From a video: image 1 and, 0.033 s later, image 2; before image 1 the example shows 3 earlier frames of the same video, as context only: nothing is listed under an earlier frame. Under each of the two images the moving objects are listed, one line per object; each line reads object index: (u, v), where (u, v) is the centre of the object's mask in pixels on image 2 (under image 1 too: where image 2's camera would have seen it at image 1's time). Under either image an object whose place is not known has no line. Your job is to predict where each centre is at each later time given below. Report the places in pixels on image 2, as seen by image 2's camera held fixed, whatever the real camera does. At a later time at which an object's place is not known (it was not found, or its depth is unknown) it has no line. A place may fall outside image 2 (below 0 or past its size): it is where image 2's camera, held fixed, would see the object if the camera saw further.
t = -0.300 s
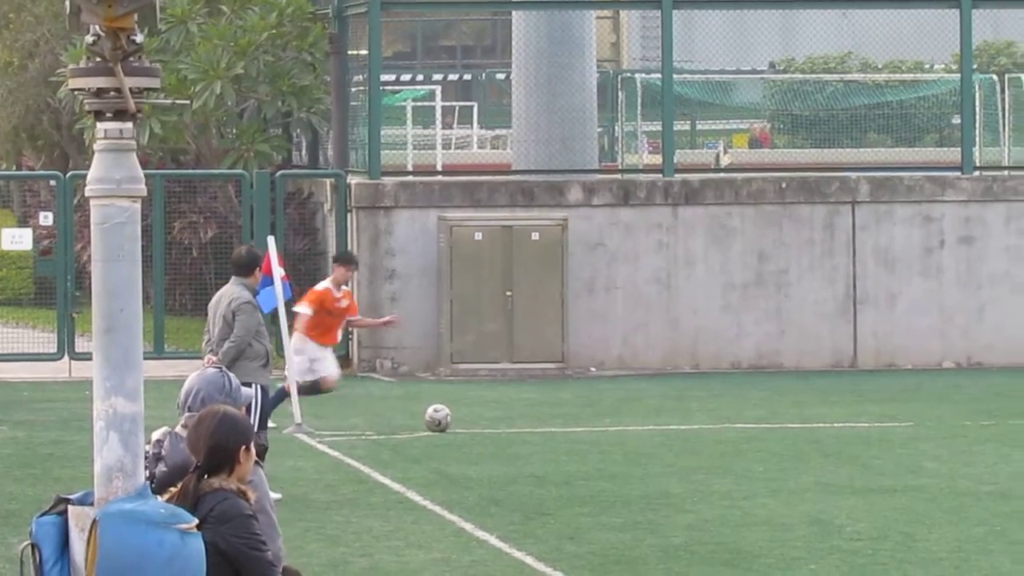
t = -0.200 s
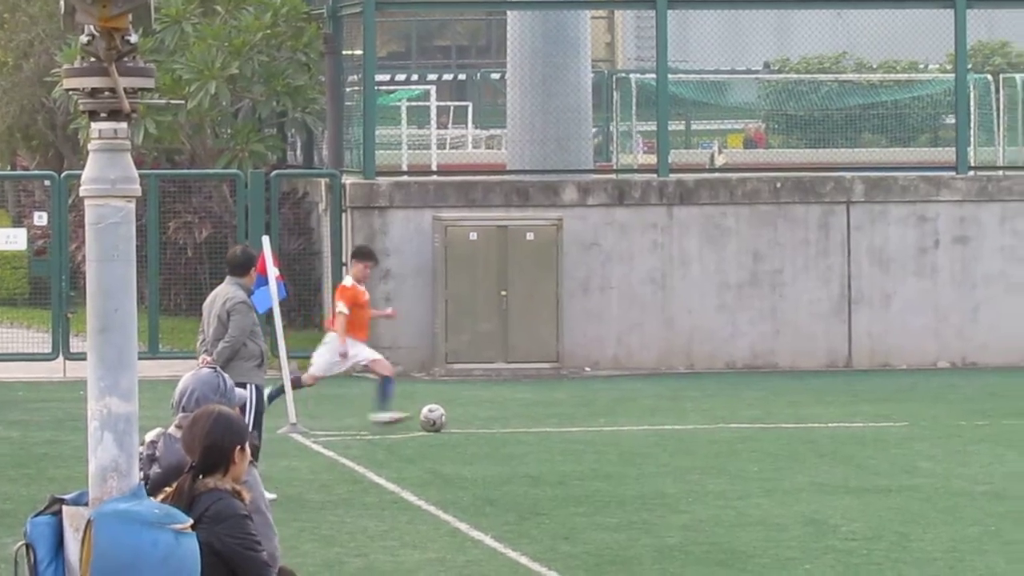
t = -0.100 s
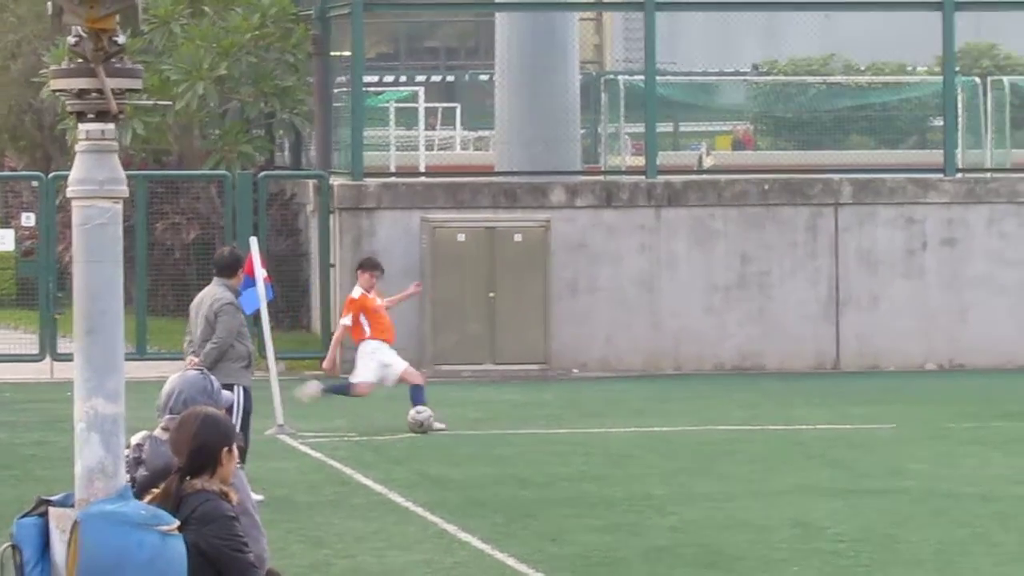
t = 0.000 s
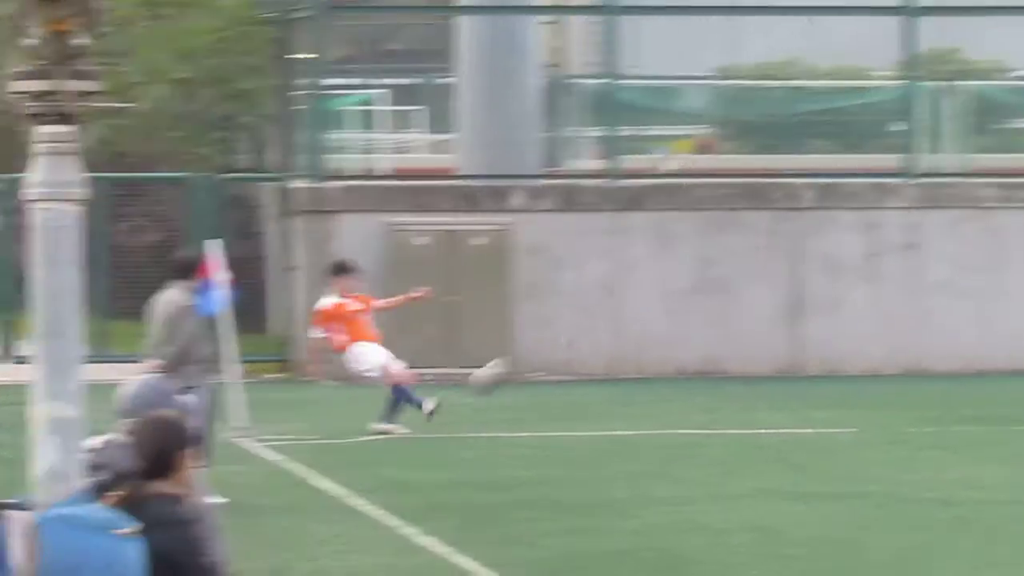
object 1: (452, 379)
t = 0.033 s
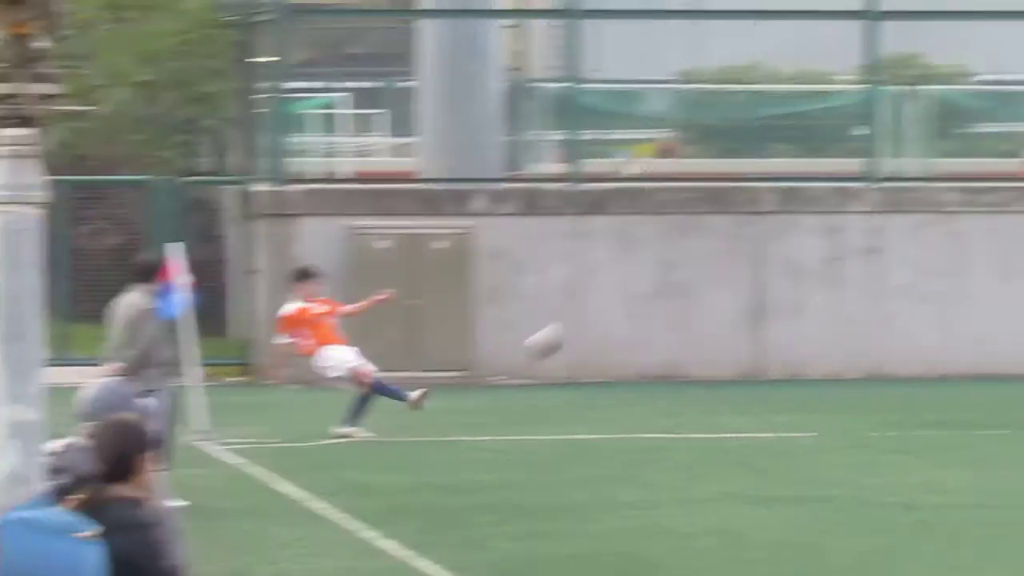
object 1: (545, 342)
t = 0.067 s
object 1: (638, 304)
